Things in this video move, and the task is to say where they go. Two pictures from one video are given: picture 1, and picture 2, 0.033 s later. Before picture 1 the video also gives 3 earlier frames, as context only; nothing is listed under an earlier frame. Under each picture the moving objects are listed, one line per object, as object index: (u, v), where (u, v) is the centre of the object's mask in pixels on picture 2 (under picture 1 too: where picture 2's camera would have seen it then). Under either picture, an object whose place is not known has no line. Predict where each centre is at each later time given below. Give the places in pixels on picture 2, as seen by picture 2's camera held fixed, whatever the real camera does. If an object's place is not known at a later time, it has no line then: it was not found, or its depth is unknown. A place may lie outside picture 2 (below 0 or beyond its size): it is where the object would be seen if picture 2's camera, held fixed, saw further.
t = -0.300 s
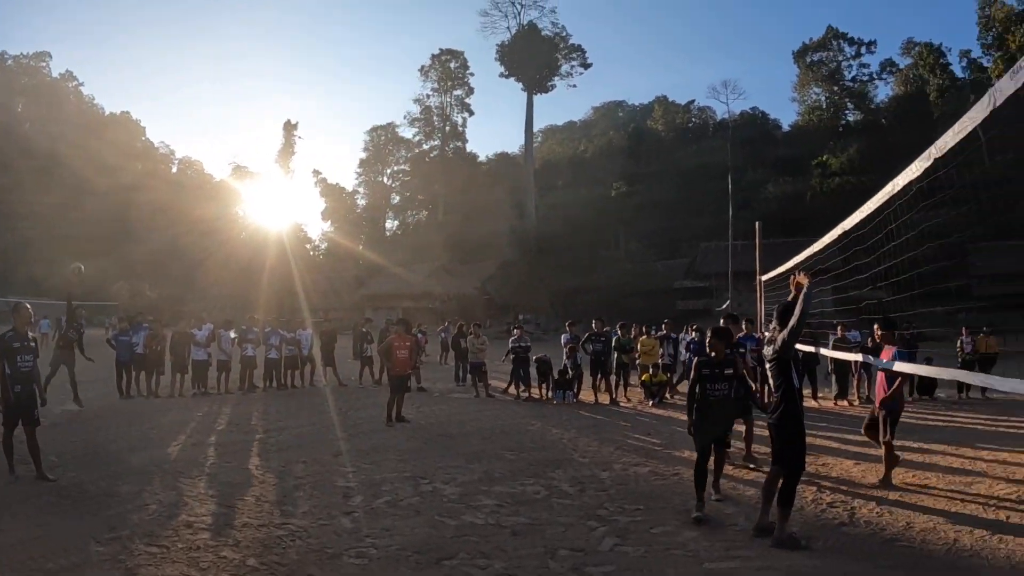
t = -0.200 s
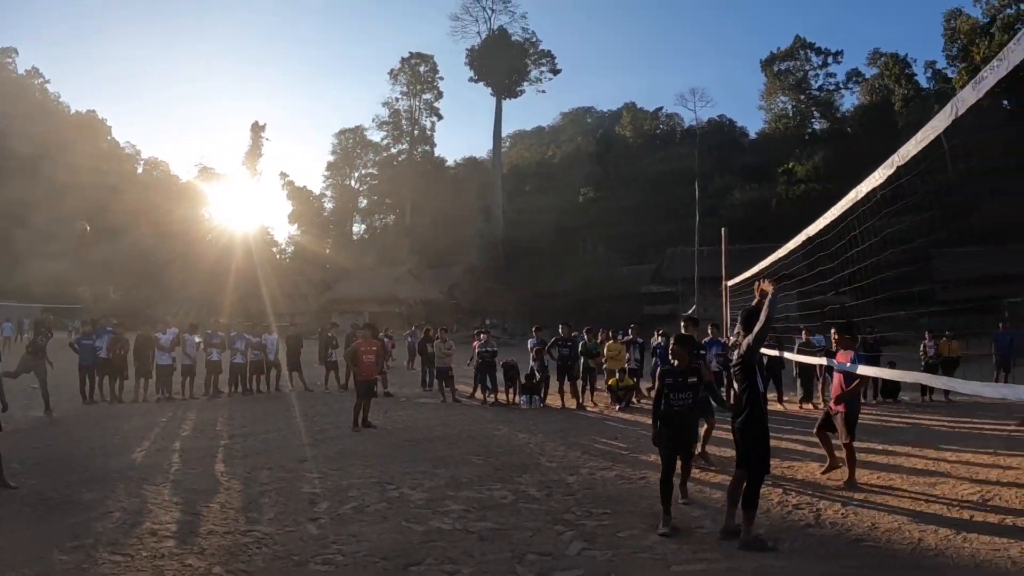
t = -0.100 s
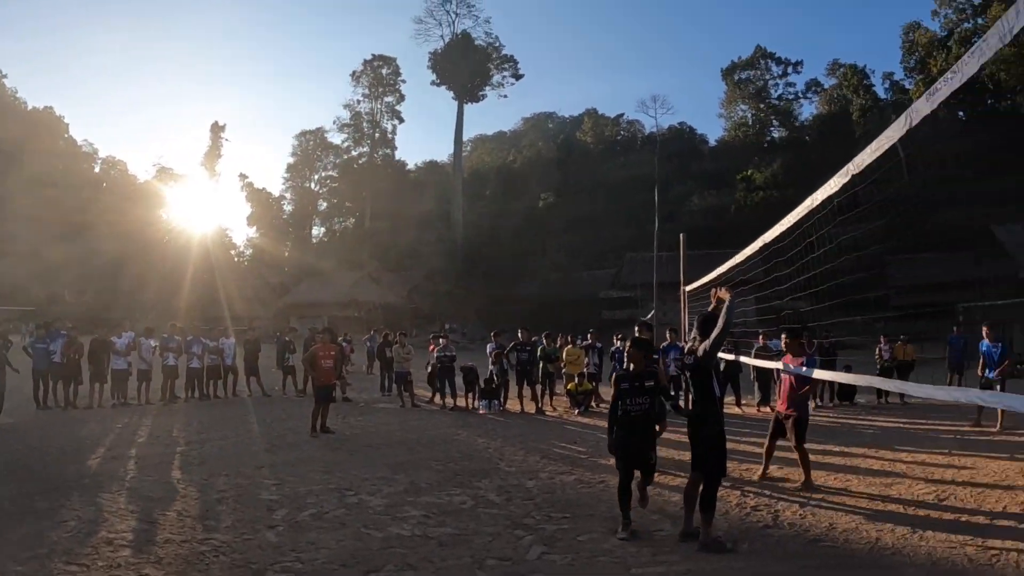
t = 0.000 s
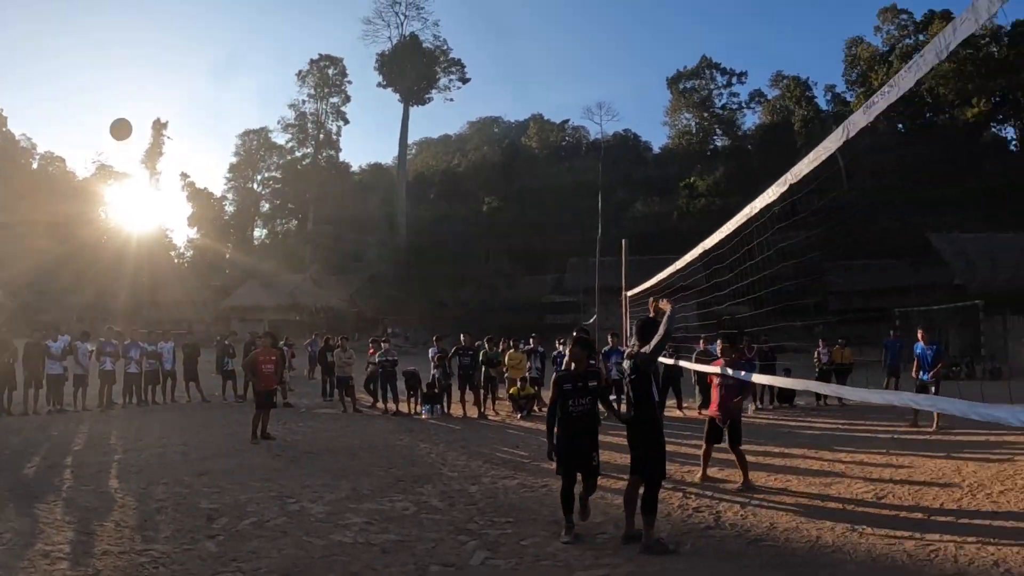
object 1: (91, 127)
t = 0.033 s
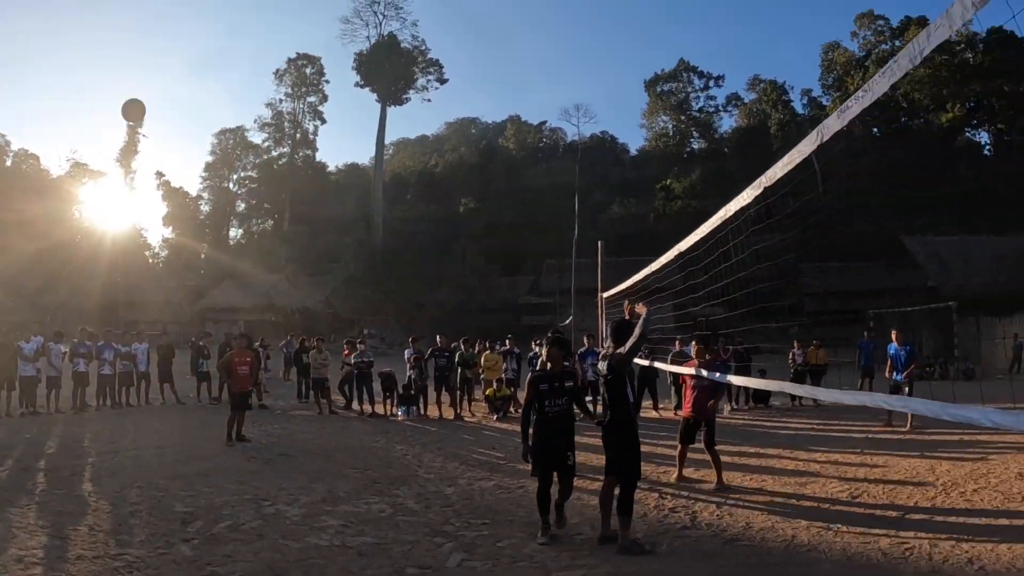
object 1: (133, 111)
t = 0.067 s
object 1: (179, 95)
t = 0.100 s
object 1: (230, 79)
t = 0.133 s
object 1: (284, 64)
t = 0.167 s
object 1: (340, 51)
